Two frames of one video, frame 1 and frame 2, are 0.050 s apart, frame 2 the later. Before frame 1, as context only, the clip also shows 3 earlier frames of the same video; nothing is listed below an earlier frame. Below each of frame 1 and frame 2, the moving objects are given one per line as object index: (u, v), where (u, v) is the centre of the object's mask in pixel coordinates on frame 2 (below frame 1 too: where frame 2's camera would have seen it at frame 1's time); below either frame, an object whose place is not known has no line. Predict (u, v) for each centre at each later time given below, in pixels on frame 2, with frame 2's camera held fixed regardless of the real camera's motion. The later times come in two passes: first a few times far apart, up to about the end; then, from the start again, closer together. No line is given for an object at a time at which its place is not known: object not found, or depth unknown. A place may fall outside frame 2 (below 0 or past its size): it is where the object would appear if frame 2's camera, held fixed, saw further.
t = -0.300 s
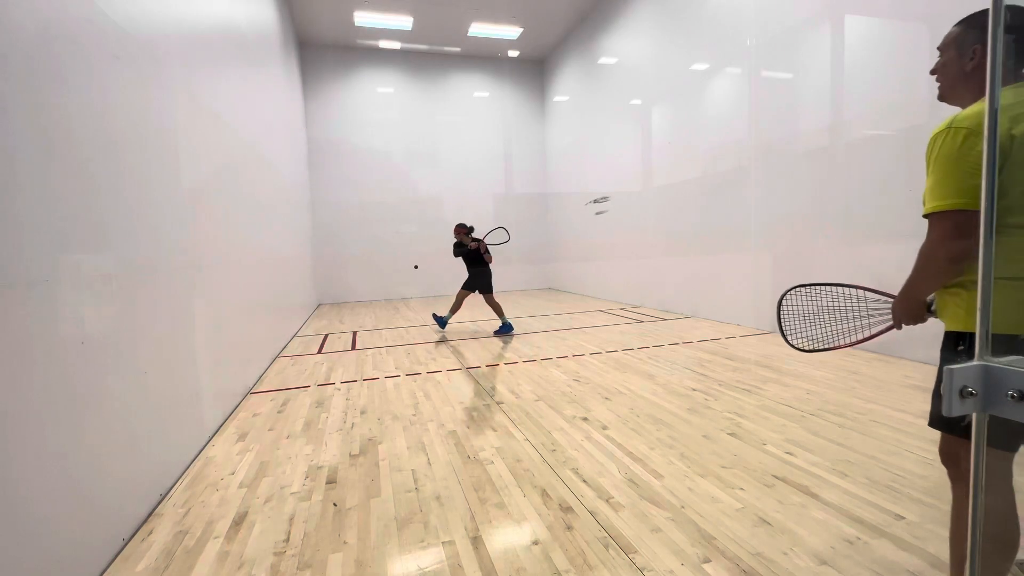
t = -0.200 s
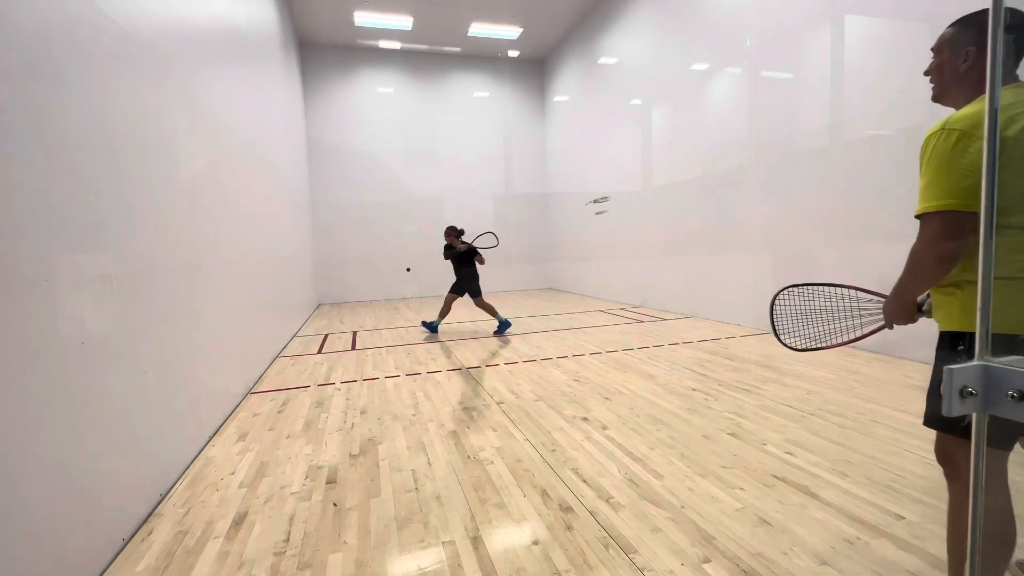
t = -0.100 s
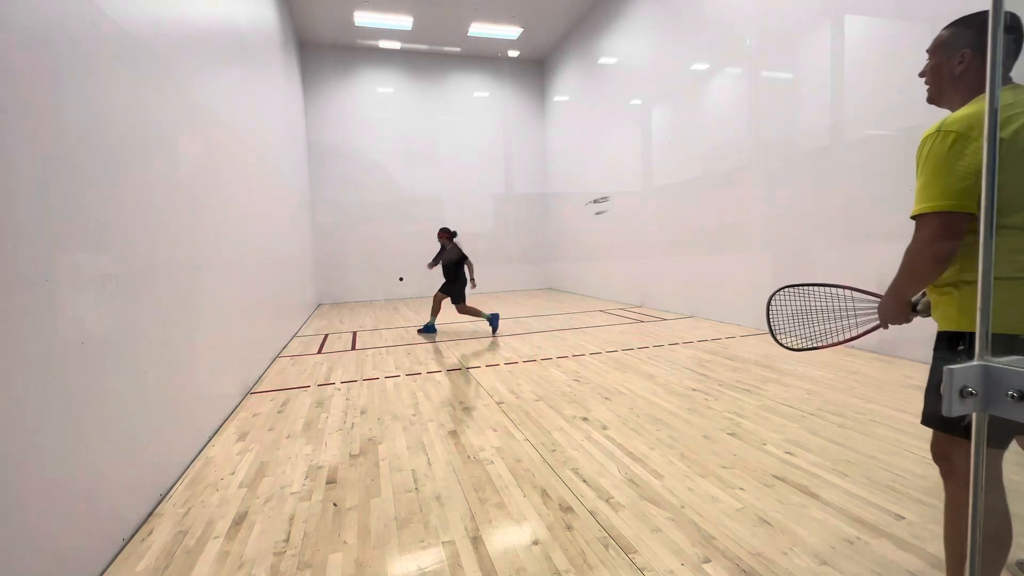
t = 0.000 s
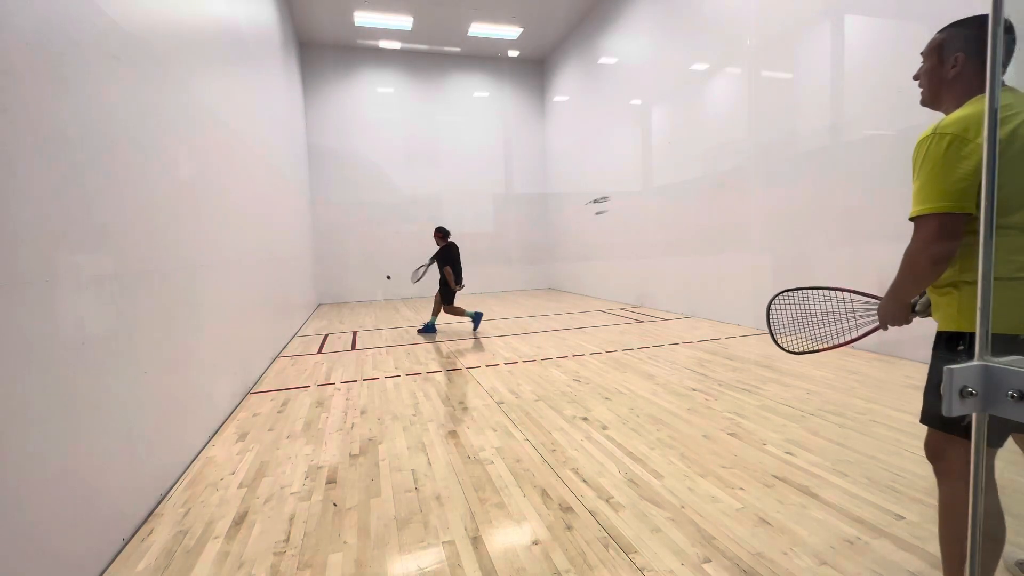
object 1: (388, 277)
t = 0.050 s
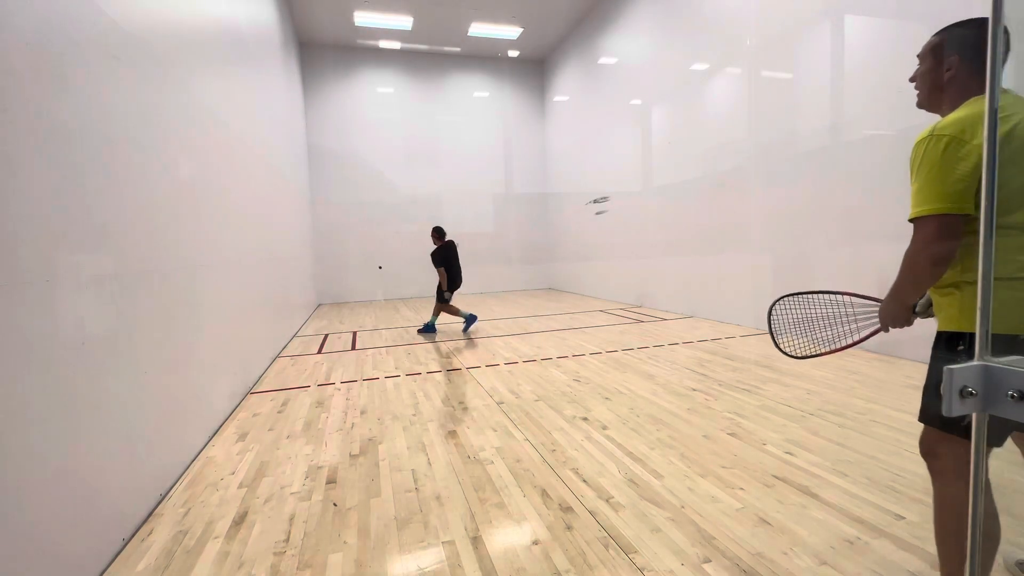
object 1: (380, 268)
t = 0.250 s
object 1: (364, 259)
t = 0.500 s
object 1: (344, 291)
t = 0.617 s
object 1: (329, 333)
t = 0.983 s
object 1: (244, 323)
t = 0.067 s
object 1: (378, 265)
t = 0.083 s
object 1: (376, 263)
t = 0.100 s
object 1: (374, 261)
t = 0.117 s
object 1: (372, 260)
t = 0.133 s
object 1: (371, 258)
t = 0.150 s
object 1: (370, 258)
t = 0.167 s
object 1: (369, 258)
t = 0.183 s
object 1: (368, 258)
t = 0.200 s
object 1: (367, 258)
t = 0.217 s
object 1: (366, 258)
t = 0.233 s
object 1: (365, 258)
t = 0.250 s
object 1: (364, 259)
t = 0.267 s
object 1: (363, 259)
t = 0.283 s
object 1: (362, 260)
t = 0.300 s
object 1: (361, 261)
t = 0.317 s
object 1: (360, 262)
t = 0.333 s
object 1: (359, 263)
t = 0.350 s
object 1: (358, 265)
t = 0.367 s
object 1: (357, 267)
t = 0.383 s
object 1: (355, 269)
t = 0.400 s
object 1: (354, 271)
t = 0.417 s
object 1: (352, 273)
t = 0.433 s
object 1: (351, 276)
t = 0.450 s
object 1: (350, 279)
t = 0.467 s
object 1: (348, 283)
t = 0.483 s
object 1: (346, 286)
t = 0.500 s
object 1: (344, 291)
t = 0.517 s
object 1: (342, 295)
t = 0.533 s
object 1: (340, 300)
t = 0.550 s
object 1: (338, 306)
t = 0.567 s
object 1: (336, 312)
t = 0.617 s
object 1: (329, 333)
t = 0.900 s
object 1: (273, 328)
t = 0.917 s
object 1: (267, 327)
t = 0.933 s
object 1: (262, 325)
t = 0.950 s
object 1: (257, 324)
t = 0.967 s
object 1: (251, 324)
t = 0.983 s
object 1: (244, 323)
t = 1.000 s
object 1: (237, 324)
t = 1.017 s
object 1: (230, 325)
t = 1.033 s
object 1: (222, 326)
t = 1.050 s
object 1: (213, 328)
